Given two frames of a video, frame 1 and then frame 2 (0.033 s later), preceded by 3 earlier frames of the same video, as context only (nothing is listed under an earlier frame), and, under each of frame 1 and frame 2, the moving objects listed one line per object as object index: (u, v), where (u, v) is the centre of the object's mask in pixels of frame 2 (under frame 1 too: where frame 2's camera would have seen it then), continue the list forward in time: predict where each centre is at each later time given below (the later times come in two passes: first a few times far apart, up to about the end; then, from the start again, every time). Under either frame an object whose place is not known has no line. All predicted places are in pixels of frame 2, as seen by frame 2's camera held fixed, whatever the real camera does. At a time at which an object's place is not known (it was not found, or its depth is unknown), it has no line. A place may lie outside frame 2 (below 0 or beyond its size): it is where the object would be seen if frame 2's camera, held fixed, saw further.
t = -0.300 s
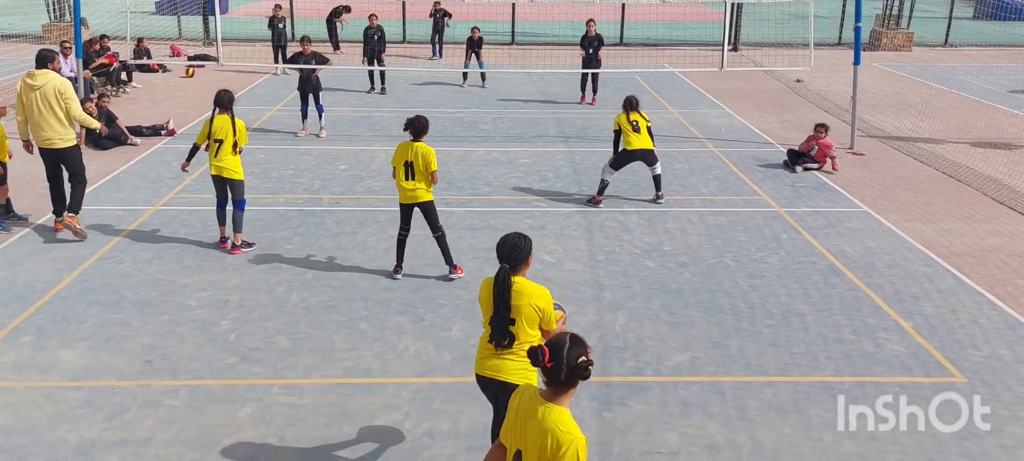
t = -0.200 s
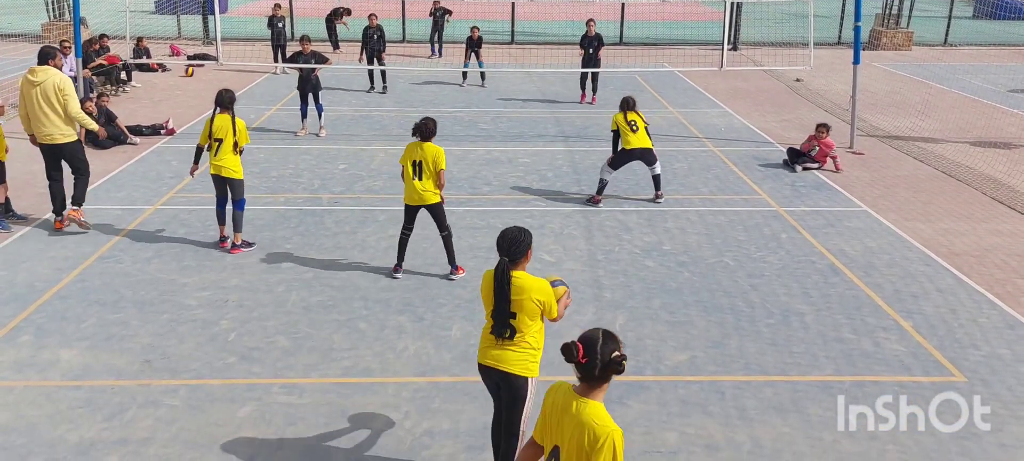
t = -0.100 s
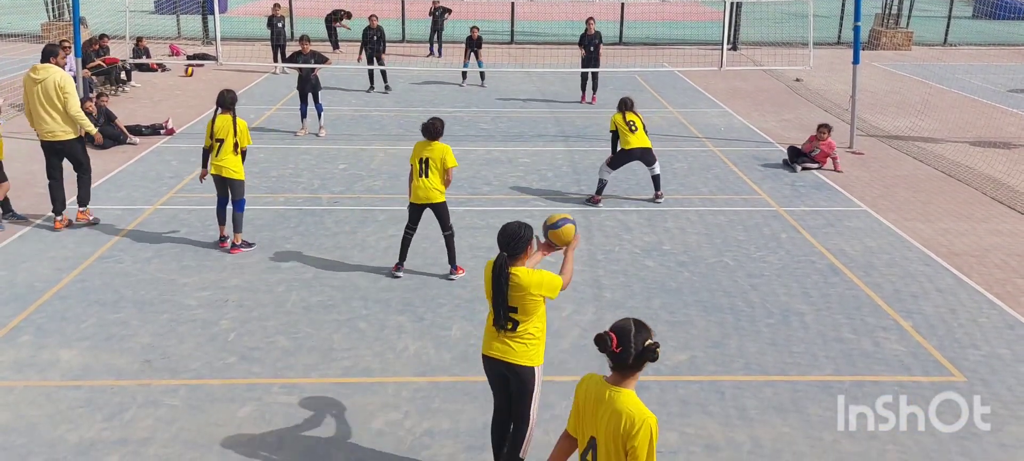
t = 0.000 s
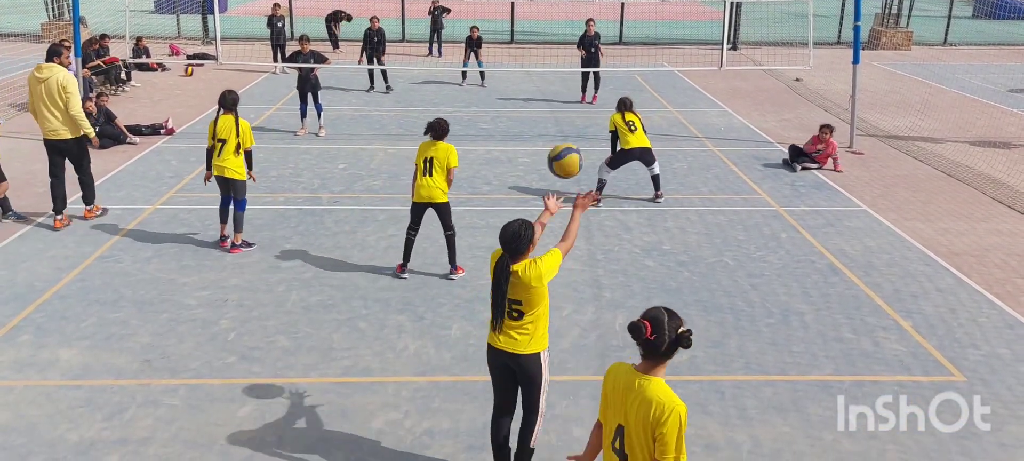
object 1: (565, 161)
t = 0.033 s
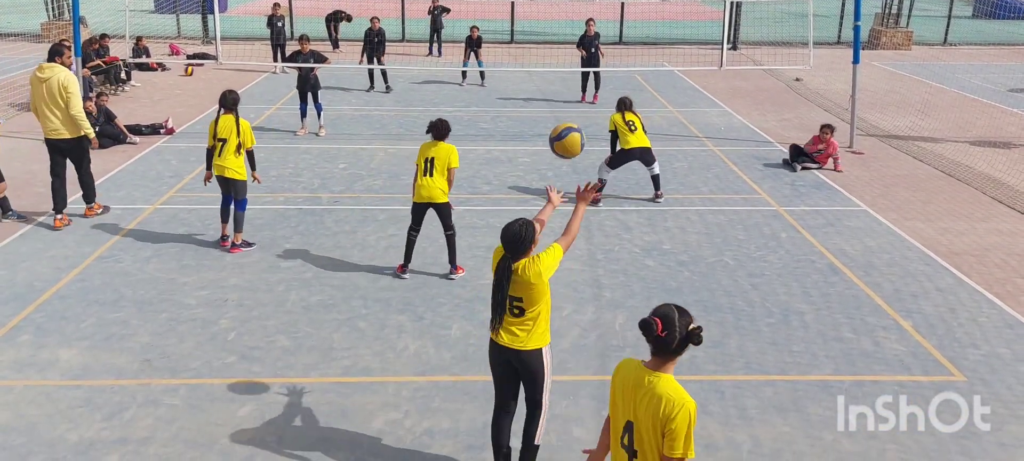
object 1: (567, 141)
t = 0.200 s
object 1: (575, 67)
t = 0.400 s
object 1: (582, 44)
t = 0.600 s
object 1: (586, 93)
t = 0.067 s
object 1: (568, 122)
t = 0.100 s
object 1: (570, 106)
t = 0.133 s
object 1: (571, 92)
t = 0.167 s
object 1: (573, 79)
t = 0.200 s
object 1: (575, 67)
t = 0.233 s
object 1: (576, 59)
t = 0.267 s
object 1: (577, 52)
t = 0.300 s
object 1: (579, 47)
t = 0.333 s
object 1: (580, 44)
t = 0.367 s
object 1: (581, 43)
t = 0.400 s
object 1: (582, 44)
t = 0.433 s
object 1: (583, 48)
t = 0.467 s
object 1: (584, 53)
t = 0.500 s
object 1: (584, 60)
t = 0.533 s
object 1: (585, 69)
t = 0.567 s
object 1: (586, 80)
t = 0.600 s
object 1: (586, 93)
